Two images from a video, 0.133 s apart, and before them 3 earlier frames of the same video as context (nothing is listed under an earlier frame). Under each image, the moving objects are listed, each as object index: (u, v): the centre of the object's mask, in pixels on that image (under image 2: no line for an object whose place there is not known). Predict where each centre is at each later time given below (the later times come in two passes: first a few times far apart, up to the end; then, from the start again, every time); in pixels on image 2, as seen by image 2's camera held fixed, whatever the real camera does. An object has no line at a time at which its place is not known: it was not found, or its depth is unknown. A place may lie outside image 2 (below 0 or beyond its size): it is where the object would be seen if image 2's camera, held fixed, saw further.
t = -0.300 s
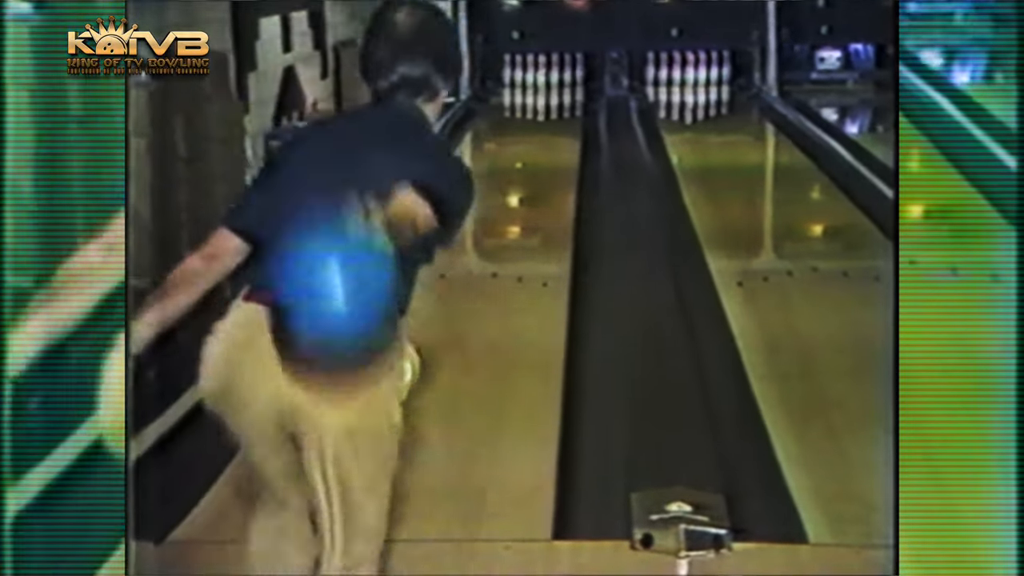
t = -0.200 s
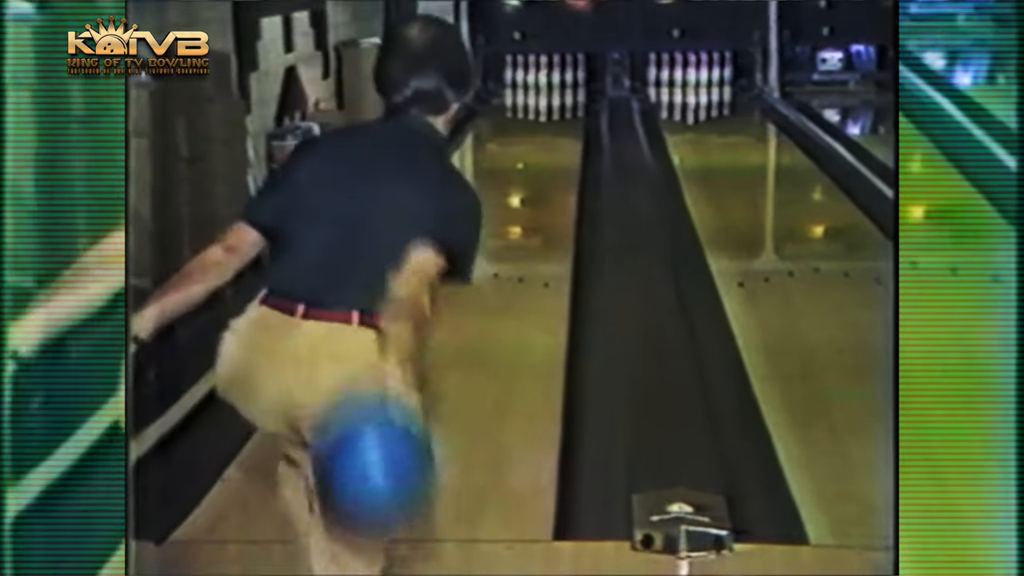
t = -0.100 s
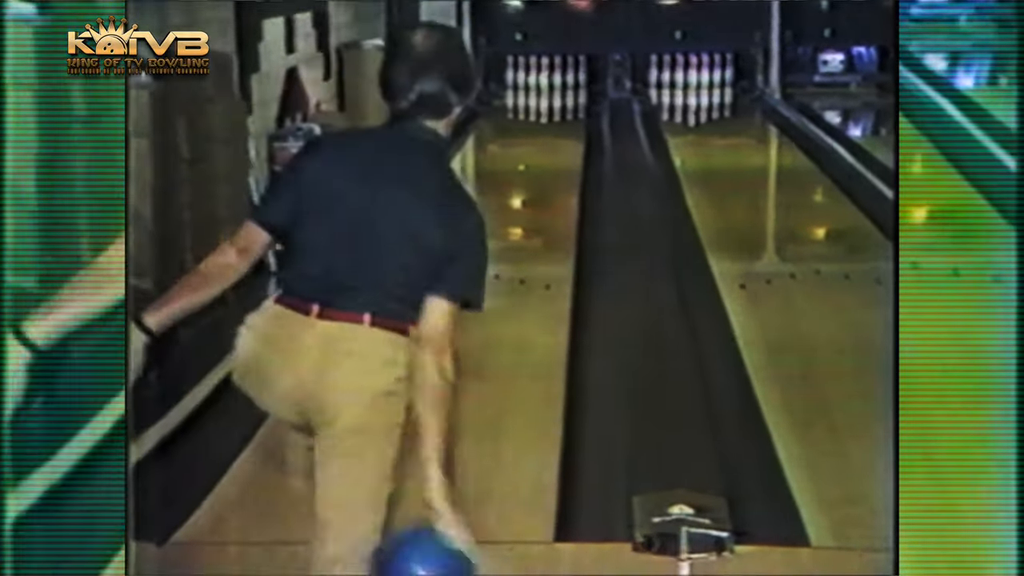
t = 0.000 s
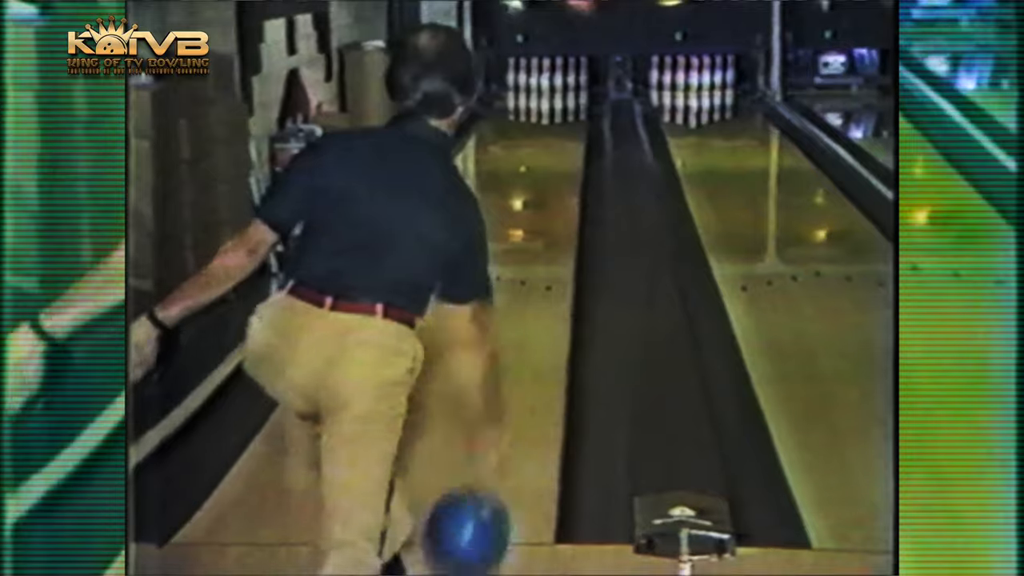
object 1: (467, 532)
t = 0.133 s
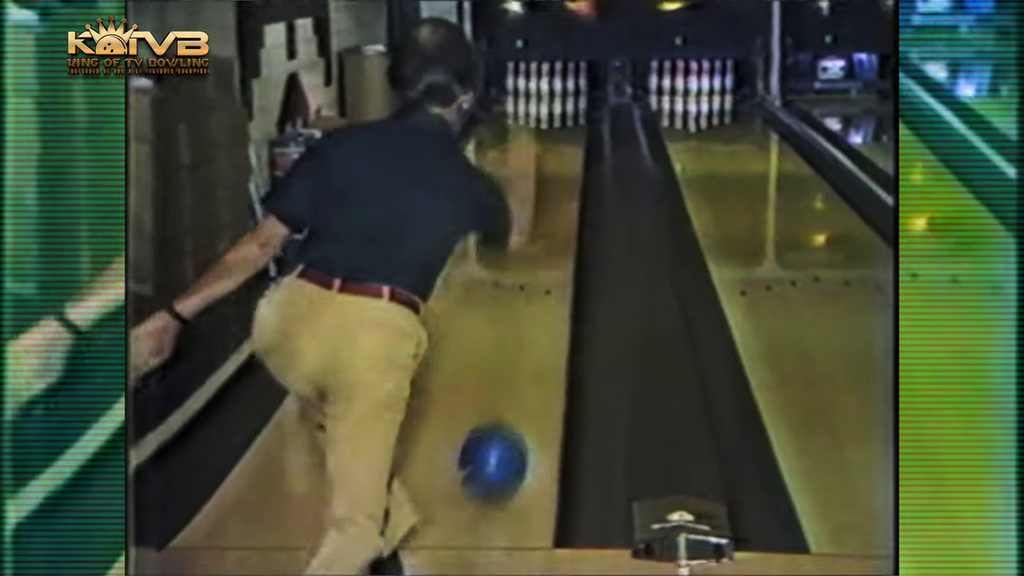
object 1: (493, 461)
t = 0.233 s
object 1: (506, 403)
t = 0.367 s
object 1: (520, 343)
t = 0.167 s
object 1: (498, 439)
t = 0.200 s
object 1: (502, 422)
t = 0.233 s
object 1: (506, 403)
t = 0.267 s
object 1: (510, 386)
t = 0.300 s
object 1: (513, 371)
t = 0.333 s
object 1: (517, 357)
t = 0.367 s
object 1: (520, 343)
